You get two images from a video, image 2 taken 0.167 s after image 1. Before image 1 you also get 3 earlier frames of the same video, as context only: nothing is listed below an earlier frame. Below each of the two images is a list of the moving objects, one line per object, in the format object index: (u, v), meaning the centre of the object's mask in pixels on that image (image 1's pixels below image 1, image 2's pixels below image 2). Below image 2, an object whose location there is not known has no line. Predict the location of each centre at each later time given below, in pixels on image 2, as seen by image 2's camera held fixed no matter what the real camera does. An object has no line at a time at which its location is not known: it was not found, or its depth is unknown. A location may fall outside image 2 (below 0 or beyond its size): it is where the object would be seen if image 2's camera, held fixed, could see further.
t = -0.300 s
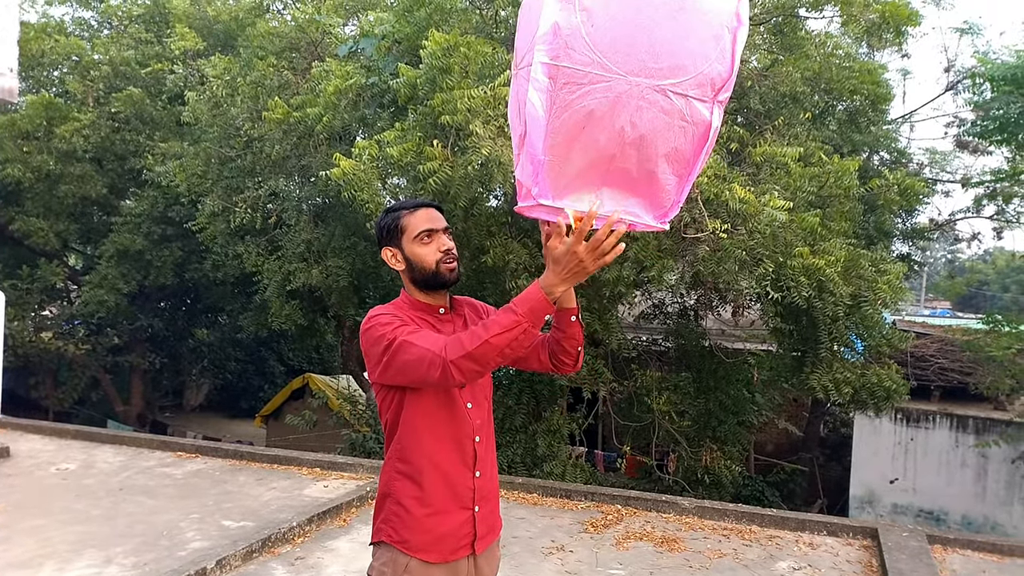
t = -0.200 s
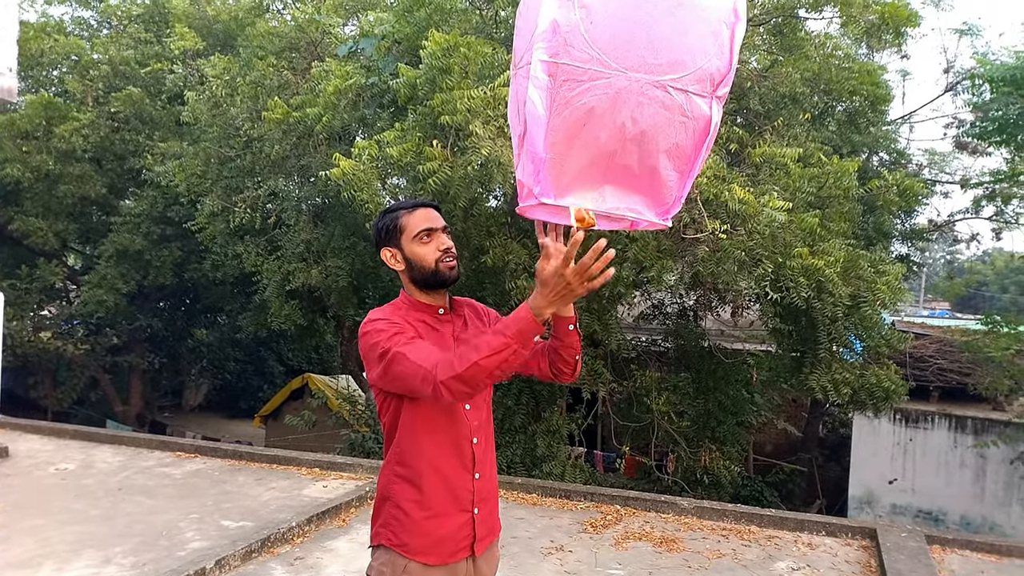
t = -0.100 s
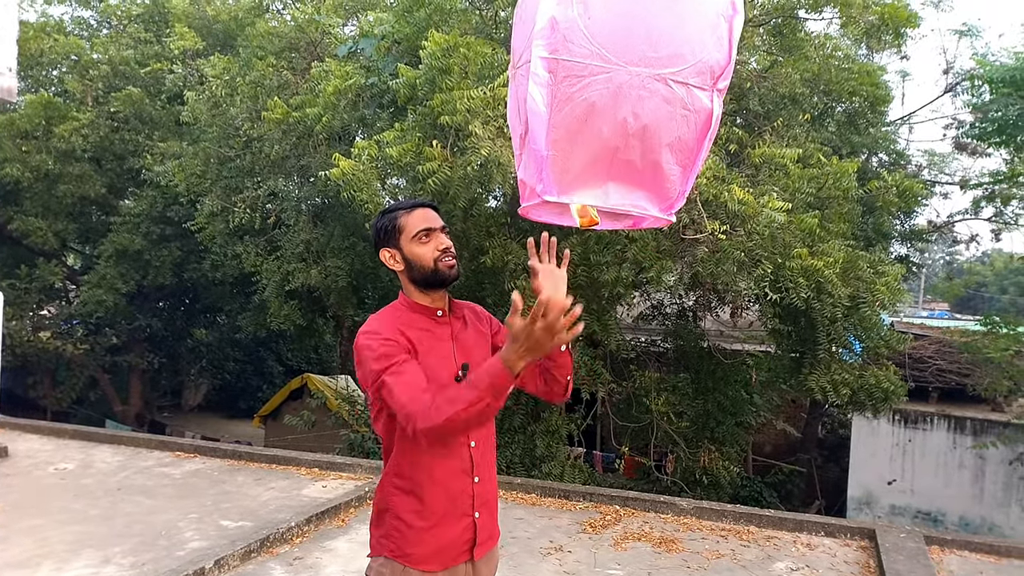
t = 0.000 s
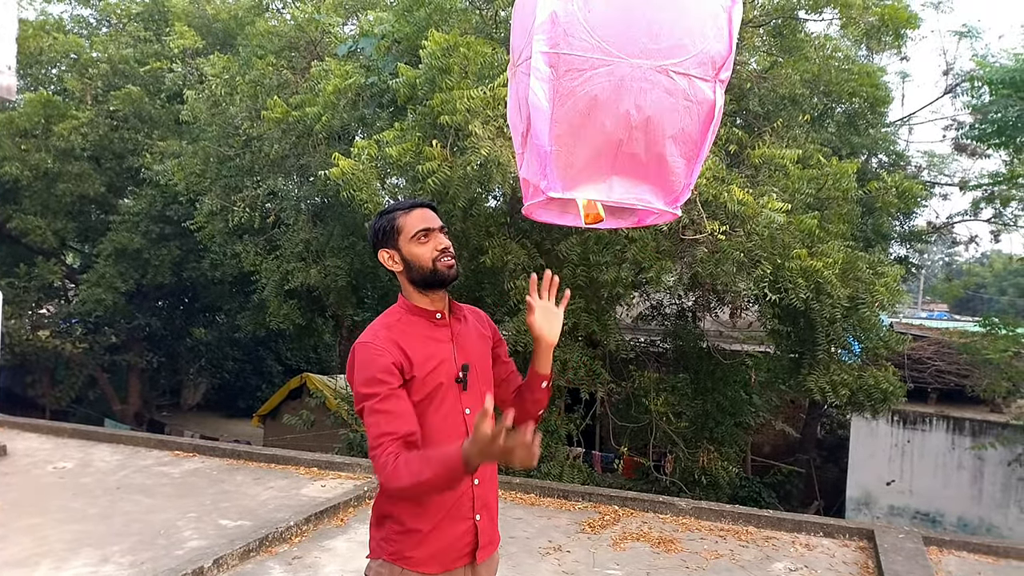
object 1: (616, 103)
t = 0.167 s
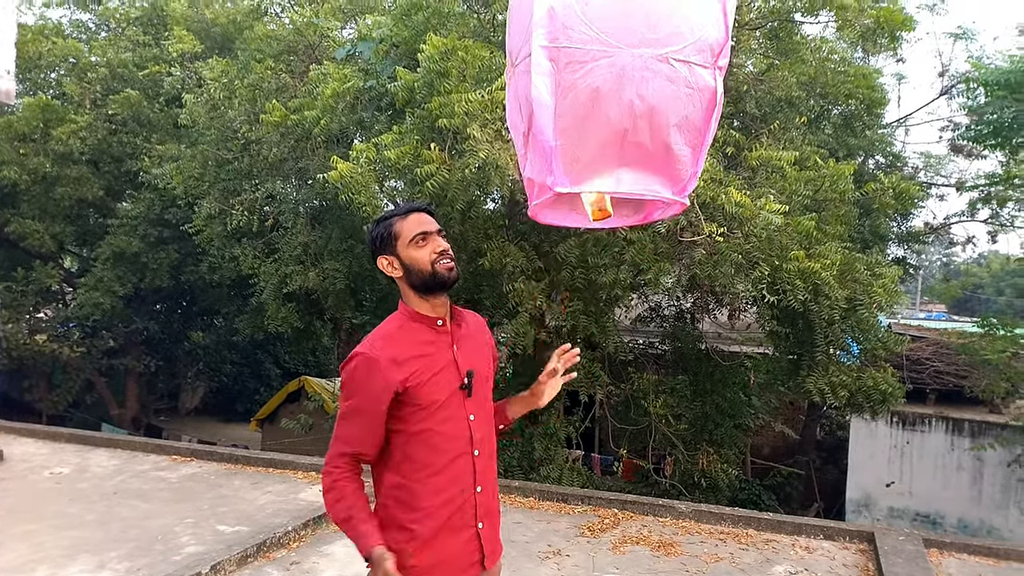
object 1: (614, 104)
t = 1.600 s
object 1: (629, -72)
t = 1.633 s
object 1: (630, -79)
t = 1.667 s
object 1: (630, -84)
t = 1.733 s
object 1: (632, -98)
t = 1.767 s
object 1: (632, -105)
